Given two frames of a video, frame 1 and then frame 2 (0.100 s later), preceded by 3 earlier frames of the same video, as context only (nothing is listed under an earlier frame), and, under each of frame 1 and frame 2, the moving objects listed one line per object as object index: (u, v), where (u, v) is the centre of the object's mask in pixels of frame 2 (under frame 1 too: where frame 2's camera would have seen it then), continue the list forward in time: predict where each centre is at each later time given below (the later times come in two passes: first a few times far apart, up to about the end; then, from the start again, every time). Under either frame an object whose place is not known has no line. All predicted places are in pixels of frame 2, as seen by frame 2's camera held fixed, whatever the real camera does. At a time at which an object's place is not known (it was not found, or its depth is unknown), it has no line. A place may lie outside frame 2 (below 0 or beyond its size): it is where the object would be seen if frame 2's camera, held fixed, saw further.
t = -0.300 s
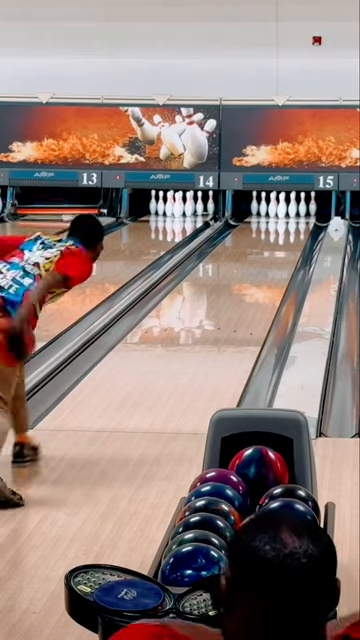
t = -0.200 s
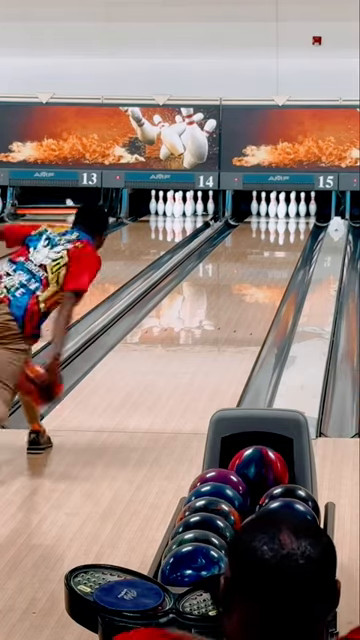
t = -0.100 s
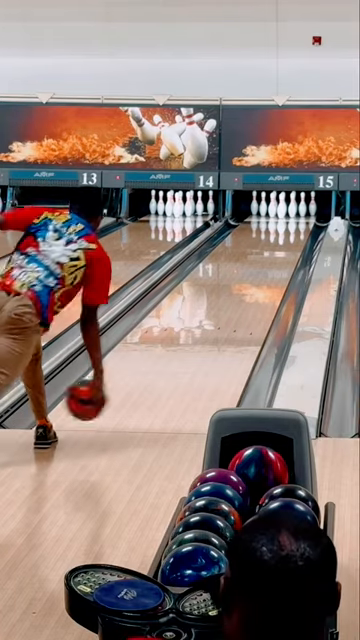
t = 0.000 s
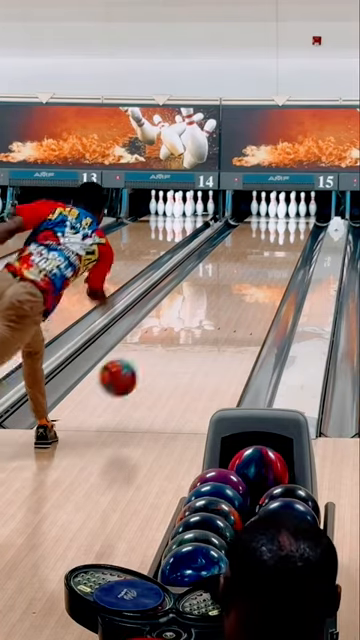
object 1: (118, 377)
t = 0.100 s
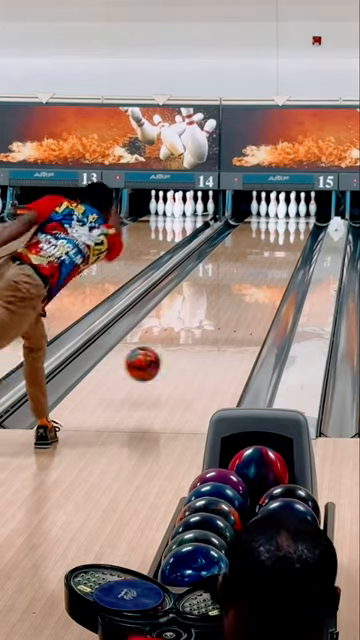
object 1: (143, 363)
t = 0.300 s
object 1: (182, 350)
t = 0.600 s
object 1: (226, 312)
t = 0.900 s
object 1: (257, 284)
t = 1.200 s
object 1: (277, 263)
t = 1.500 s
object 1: (291, 247)
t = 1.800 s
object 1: (299, 233)
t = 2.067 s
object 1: (301, 224)
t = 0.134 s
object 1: (150, 363)
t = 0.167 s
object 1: (157, 364)
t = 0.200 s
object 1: (164, 366)
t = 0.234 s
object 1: (171, 360)
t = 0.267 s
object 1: (177, 355)
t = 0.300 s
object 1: (182, 350)
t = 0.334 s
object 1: (188, 345)
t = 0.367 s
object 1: (194, 340)
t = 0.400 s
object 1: (199, 336)
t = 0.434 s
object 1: (204, 332)
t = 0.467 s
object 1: (209, 327)
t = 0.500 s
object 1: (213, 324)
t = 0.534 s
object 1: (218, 320)
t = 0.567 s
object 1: (222, 316)
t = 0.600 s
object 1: (226, 312)
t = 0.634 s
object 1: (230, 309)
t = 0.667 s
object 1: (234, 306)
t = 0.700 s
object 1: (238, 302)
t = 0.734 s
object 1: (241, 299)
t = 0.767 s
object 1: (244, 296)
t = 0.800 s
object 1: (248, 293)
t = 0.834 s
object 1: (251, 290)
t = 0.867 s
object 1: (254, 287)
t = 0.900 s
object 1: (257, 284)
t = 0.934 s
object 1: (259, 282)
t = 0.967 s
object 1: (262, 279)
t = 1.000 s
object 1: (264, 276)
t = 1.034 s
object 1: (267, 274)
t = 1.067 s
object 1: (269, 271)
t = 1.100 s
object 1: (272, 269)
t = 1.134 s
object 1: (273, 267)
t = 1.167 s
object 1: (275, 265)
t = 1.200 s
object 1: (277, 263)
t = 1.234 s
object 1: (279, 261)
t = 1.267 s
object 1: (281, 259)
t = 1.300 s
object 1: (283, 257)
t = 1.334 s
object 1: (284, 255)
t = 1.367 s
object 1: (286, 254)
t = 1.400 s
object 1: (288, 252)
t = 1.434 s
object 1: (289, 250)
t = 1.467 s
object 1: (290, 248)
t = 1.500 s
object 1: (291, 247)
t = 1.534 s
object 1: (293, 245)
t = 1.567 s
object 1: (294, 243)
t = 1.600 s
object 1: (294, 242)
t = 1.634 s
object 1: (296, 240)
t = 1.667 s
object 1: (296, 239)
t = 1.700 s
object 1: (297, 238)
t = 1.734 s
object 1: (298, 236)
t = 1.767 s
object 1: (299, 235)
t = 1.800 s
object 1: (299, 233)
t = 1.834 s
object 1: (301, 232)
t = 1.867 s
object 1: (300, 231)
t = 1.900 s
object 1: (301, 230)
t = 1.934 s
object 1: (301, 228)
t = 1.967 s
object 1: (301, 227)
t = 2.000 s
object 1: (302, 227)
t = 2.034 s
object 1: (301, 225)
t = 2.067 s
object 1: (301, 224)
